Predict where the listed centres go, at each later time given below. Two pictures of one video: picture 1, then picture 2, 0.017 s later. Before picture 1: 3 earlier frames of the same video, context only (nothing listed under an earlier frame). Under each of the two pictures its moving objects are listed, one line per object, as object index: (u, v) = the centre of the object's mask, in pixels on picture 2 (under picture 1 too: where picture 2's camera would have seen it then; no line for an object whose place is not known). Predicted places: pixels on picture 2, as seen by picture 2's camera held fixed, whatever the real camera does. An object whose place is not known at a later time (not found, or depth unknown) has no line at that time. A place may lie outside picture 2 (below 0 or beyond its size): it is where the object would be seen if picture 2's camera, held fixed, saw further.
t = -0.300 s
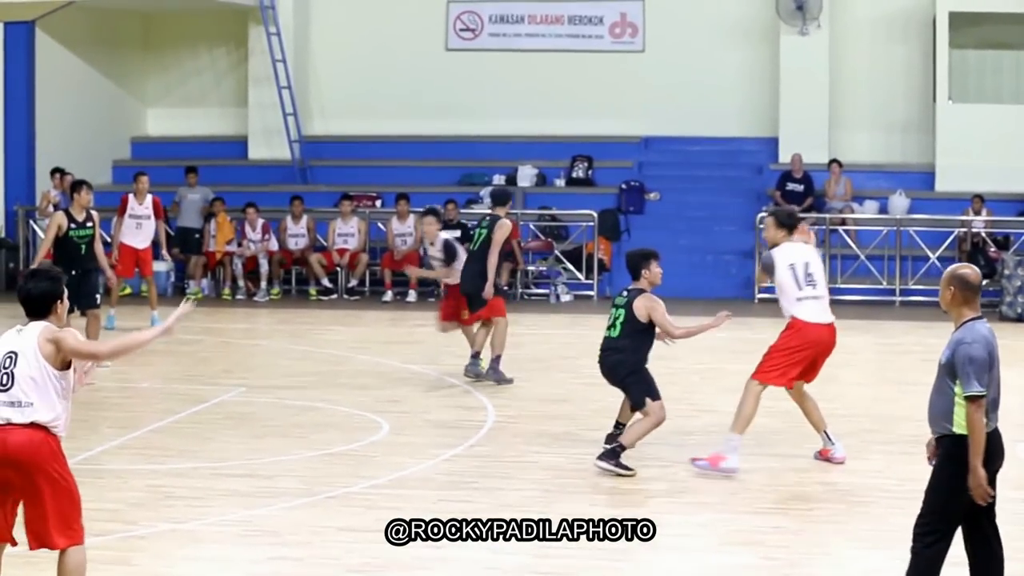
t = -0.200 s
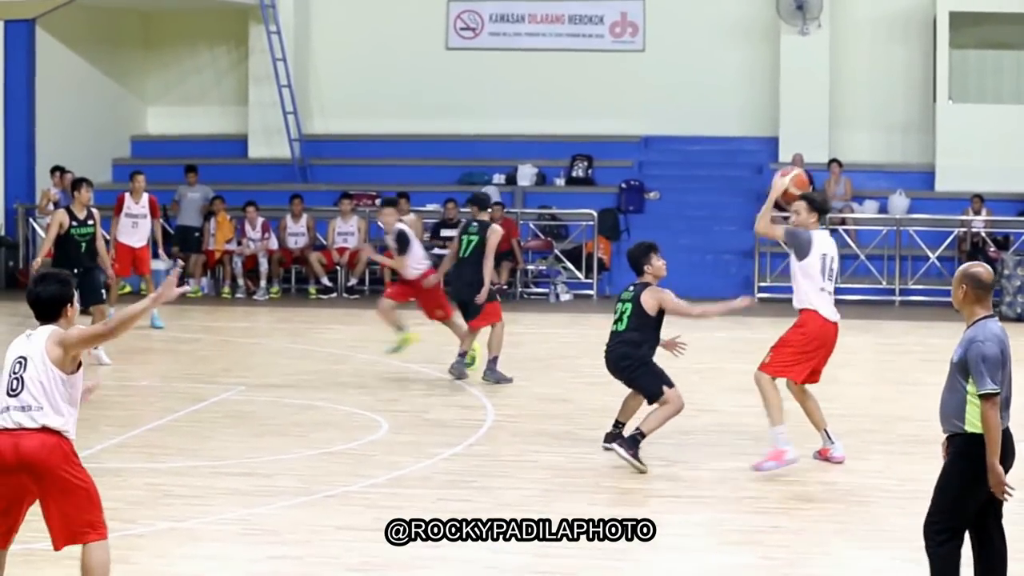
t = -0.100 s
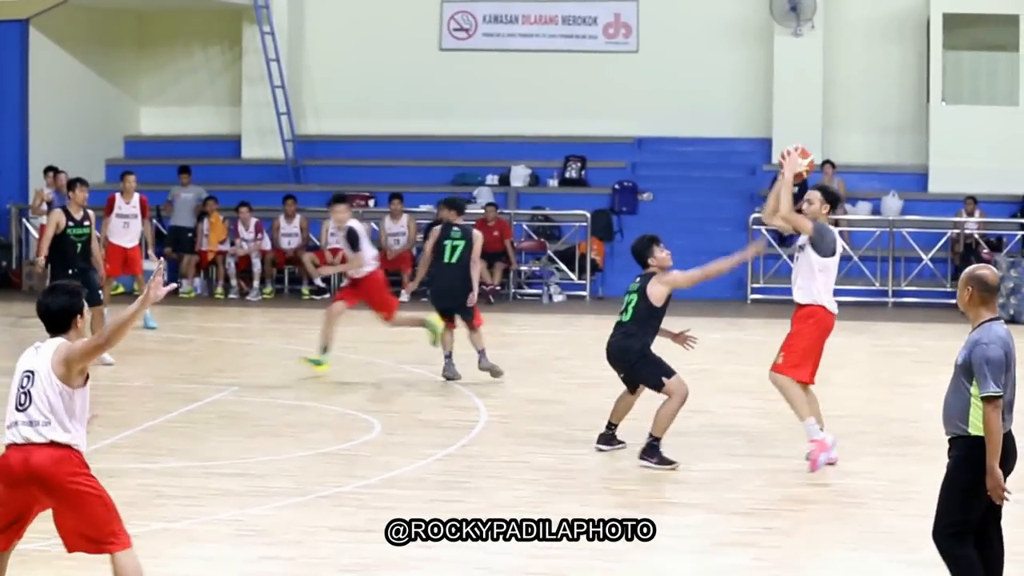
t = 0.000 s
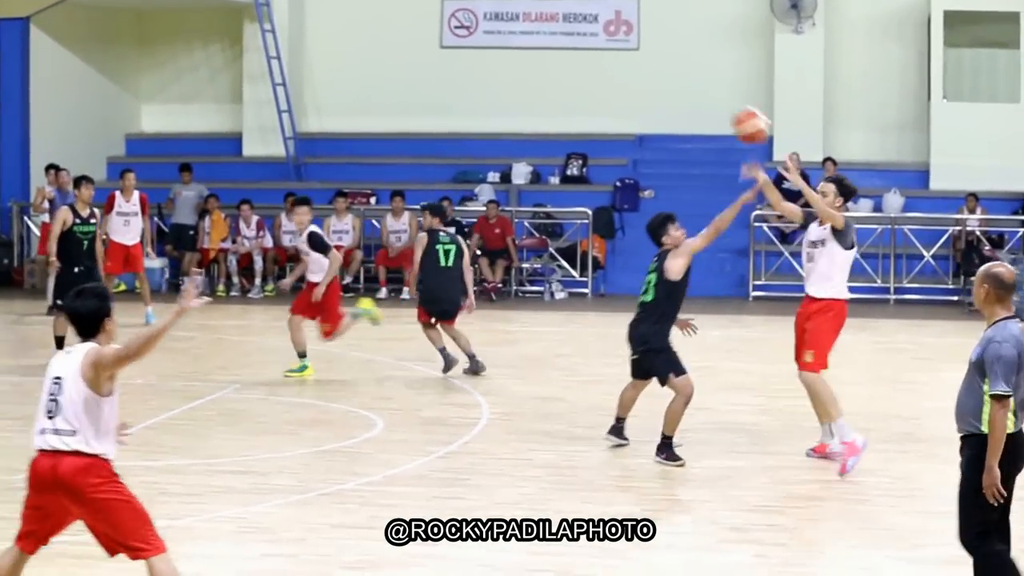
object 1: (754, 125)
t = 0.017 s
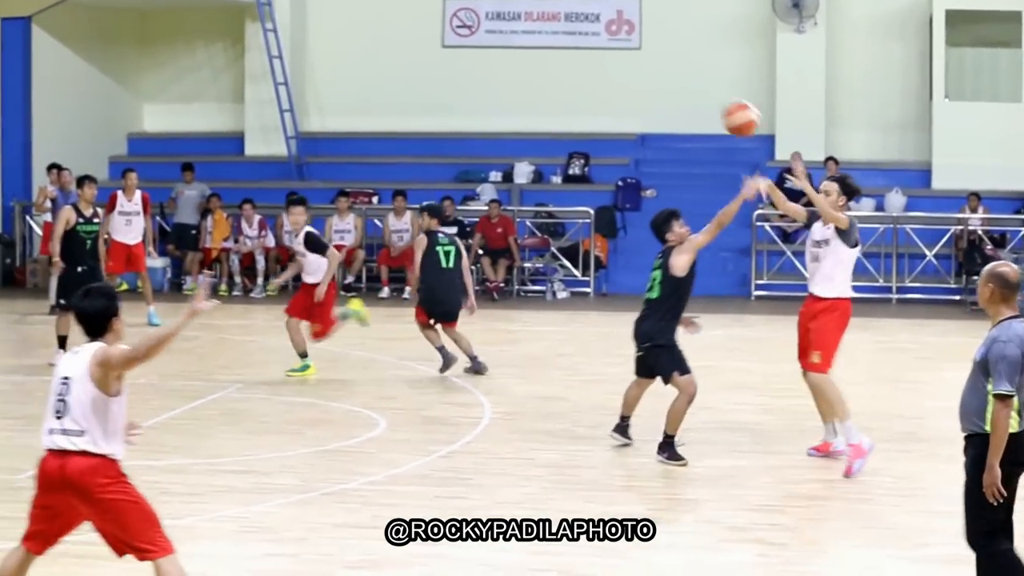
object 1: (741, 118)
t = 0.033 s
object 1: (728, 112)
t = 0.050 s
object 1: (716, 107)
